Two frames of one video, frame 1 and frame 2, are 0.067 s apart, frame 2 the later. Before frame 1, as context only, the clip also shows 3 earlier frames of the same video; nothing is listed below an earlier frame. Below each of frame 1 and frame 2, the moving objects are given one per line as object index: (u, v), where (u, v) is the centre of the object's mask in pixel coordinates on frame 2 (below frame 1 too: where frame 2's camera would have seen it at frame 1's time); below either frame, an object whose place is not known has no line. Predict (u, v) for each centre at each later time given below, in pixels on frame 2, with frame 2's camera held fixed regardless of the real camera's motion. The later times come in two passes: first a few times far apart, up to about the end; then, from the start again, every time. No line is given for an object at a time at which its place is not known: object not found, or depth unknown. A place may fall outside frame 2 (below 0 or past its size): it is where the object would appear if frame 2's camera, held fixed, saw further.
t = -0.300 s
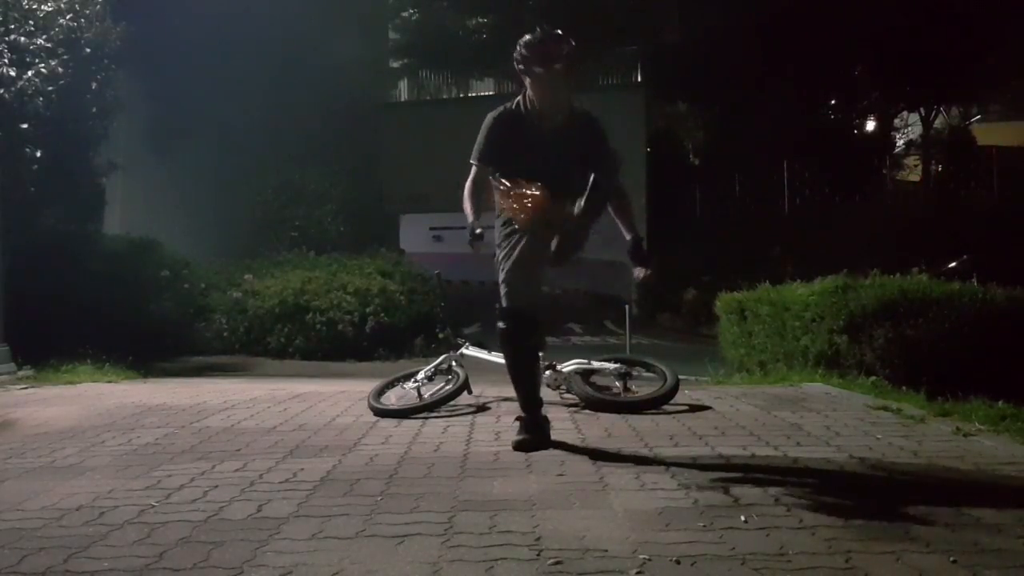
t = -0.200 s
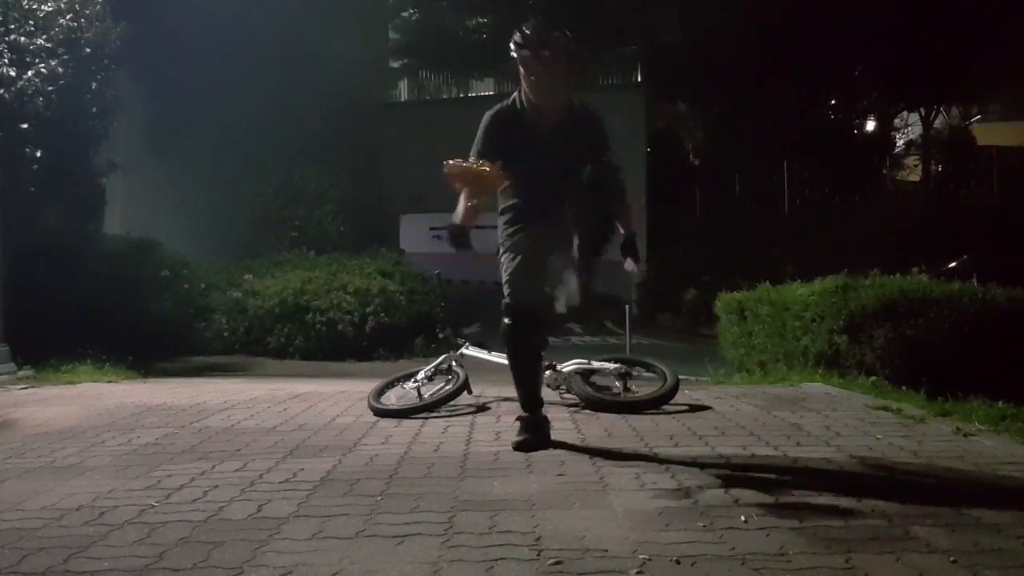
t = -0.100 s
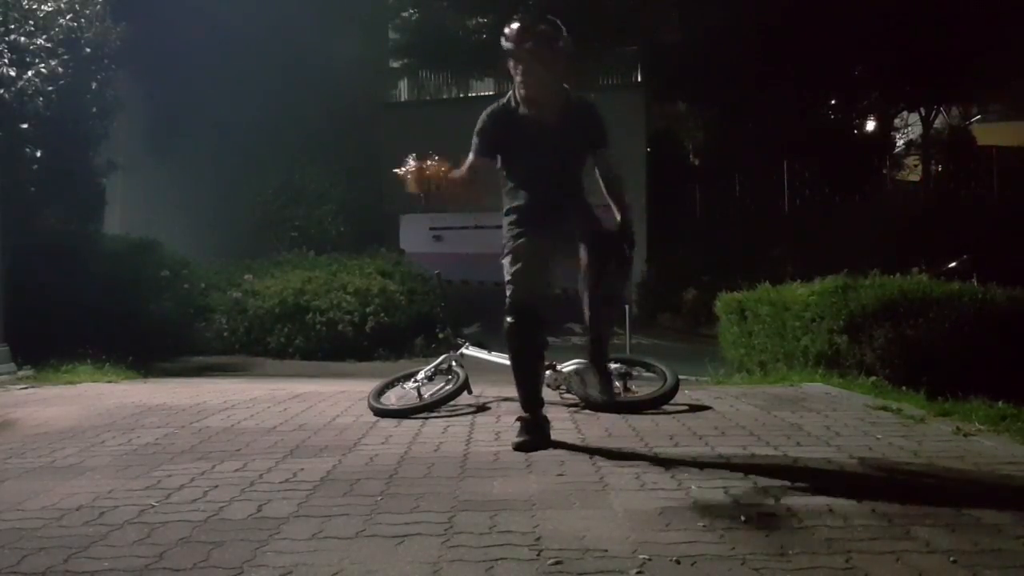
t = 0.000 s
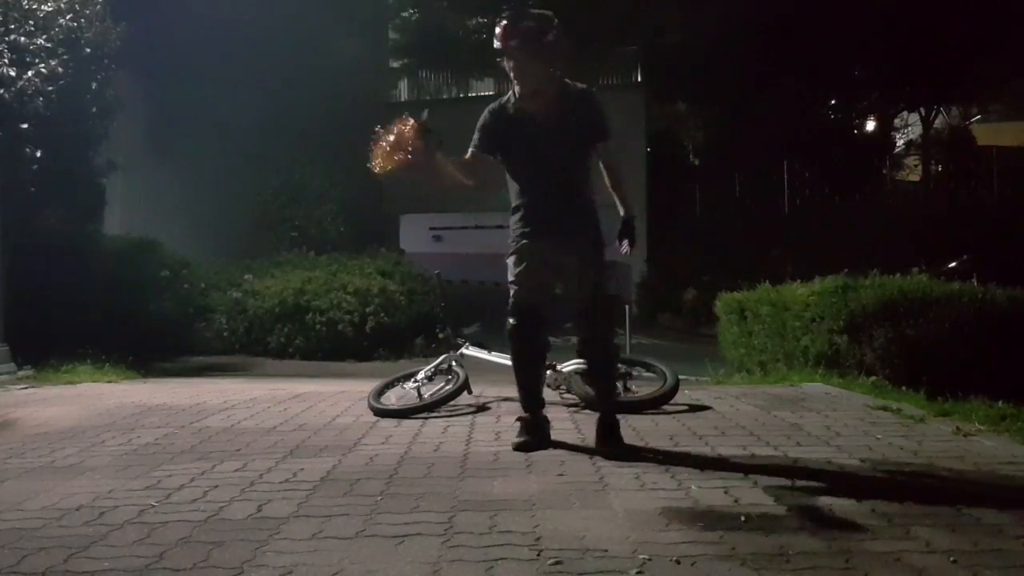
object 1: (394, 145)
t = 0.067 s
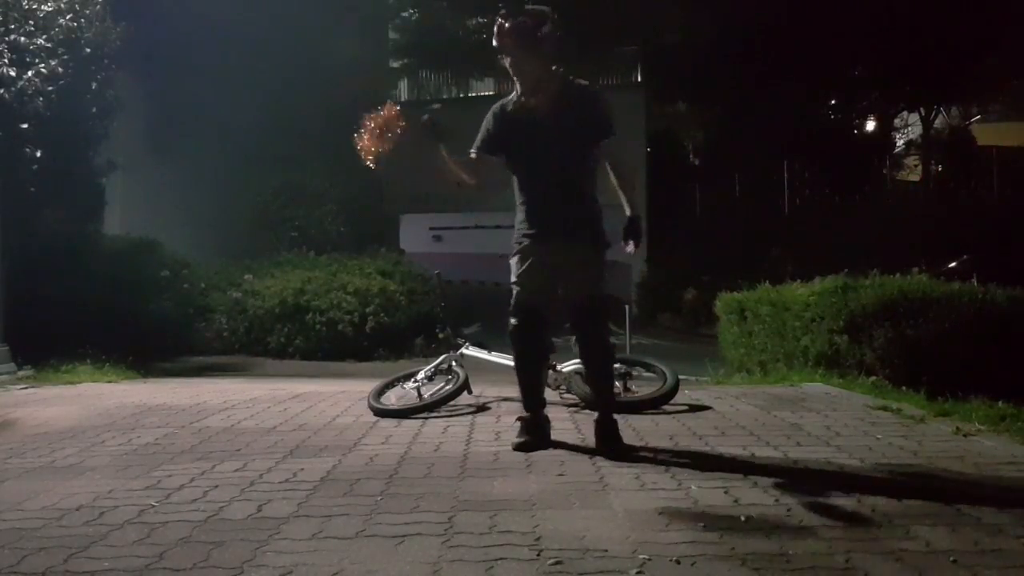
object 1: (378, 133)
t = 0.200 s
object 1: (347, 148)
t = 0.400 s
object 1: (299, 258)
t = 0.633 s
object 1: (268, 445)
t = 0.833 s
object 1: (233, 452)
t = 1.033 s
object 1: (212, 453)
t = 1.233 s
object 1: (210, 454)
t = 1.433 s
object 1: (210, 454)
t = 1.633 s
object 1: (211, 454)
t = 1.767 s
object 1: (210, 454)
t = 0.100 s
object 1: (372, 130)
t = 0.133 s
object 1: (364, 134)
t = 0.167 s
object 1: (355, 139)
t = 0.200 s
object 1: (347, 148)
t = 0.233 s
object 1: (341, 157)
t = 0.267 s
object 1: (332, 171)
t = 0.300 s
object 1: (325, 188)
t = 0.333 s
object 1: (317, 209)
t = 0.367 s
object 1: (308, 228)
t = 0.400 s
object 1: (299, 258)
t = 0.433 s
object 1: (296, 287)
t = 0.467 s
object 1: (289, 317)
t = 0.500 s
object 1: (283, 352)
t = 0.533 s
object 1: (280, 393)
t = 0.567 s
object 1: (276, 425)
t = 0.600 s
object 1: (271, 445)
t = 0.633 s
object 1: (268, 445)
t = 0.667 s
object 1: (262, 445)
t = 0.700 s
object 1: (257, 445)
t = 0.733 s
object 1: (251, 445)
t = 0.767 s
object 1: (245, 449)
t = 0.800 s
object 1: (238, 450)
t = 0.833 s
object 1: (233, 452)
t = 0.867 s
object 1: (228, 452)
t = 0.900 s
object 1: (223, 453)
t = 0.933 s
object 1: (220, 454)
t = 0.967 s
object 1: (217, 453)
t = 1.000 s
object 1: (214, 453)
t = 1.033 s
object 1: (212, 453)
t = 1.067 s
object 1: (212, 452)
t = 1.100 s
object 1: (210, 453)
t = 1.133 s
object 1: (210, 453)
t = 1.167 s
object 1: (210, 453)
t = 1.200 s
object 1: (209, 454)
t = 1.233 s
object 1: (210, 454)
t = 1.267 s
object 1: (210, 454)
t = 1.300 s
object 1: (210, 454)
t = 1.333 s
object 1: (210, 454)
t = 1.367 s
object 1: (210, 454)
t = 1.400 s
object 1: (210, 454)
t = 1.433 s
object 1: (210, 454)
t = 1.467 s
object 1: (210, 454)
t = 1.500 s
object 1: (210, 454)
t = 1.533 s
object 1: (210, 454)
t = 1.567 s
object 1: (210, 454)
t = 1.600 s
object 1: (210, 454)
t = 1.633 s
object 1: (211, 454)
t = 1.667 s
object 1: (211, 454)
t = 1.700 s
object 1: (210, 454)
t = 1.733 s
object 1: (210, 454)
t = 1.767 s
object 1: (210, 454)
